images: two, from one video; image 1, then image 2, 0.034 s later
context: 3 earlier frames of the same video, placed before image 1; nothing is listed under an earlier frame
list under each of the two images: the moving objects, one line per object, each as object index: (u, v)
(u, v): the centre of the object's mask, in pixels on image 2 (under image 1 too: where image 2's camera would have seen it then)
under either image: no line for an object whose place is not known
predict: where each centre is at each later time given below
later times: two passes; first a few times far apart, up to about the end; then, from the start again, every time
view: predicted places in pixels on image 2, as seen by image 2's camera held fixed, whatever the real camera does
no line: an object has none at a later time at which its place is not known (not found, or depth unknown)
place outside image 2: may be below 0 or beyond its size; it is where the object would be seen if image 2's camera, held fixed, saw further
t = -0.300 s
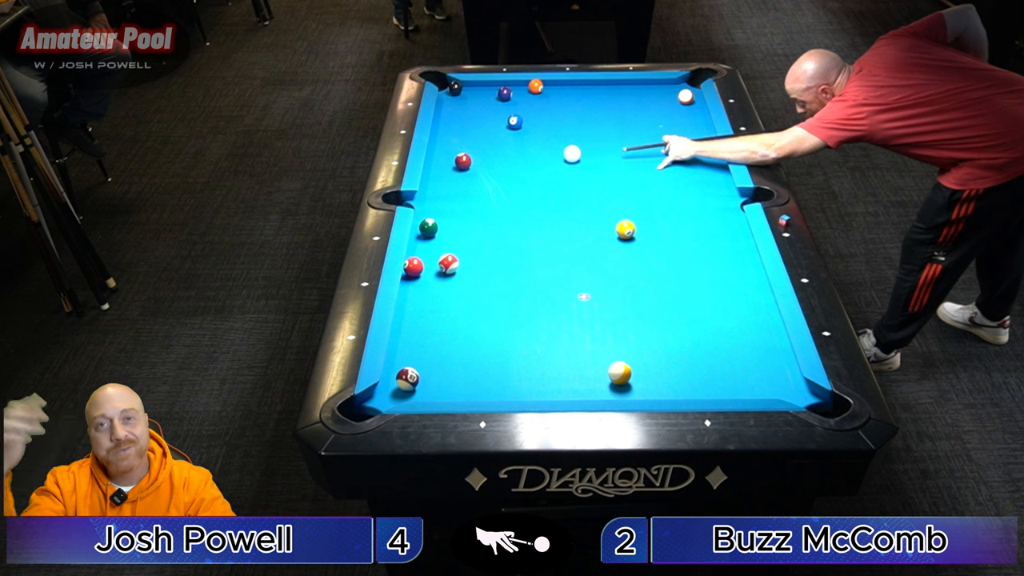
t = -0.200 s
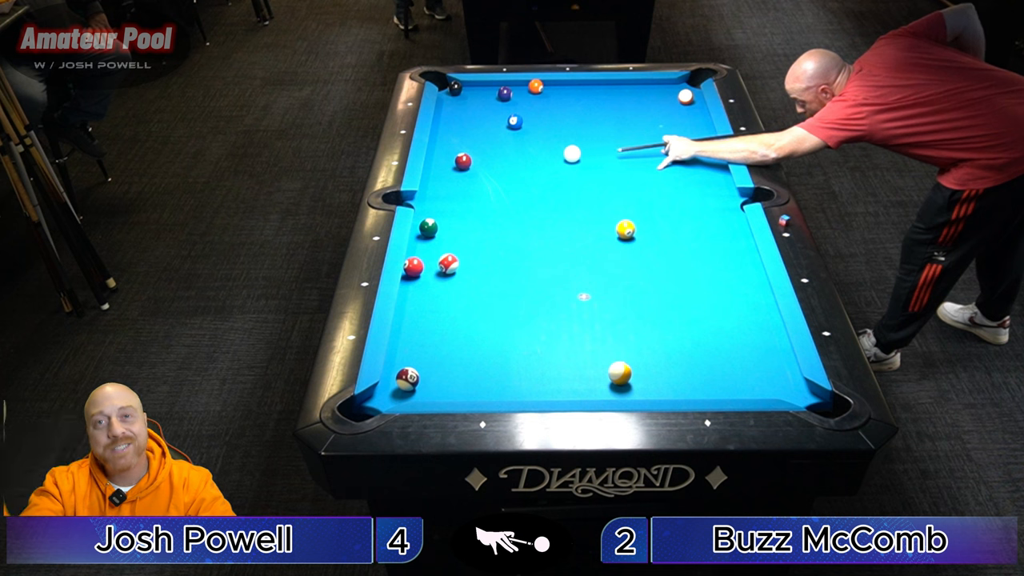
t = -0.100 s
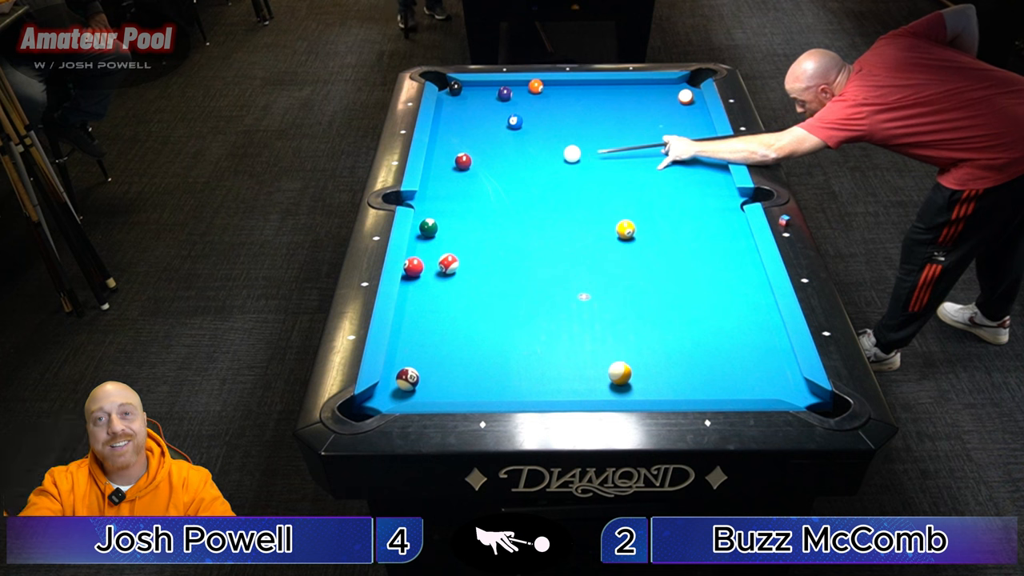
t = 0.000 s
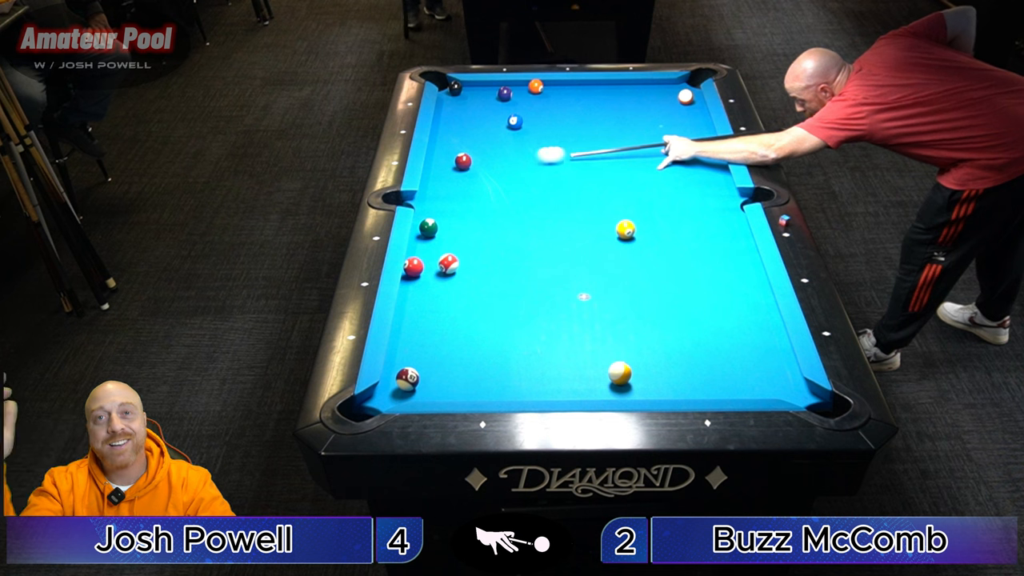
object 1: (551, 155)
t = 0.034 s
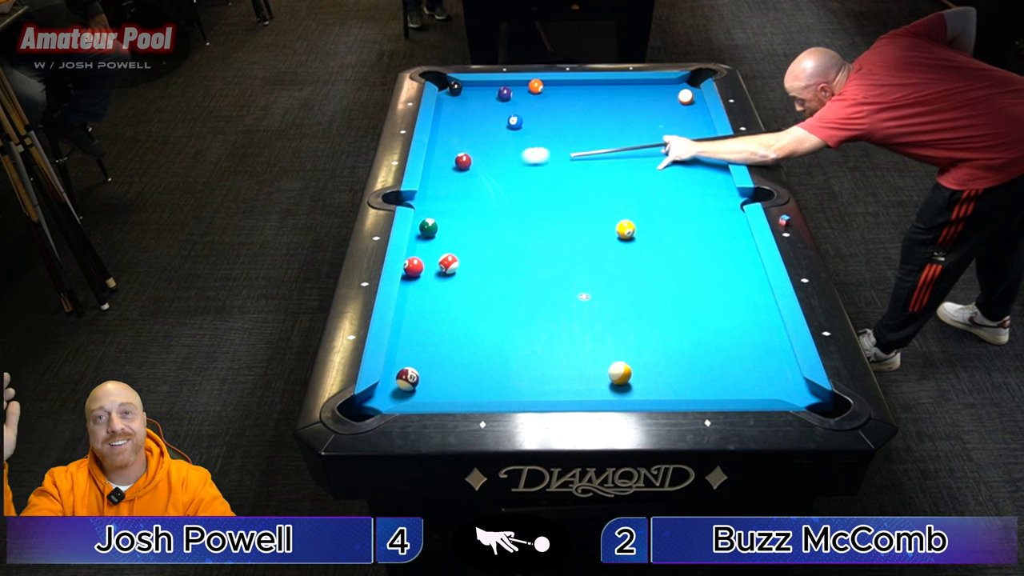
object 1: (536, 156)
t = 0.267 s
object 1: (475, 157)
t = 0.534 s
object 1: (459, 152)
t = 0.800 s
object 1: (444, 147)
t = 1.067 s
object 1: (438, 142)
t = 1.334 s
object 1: (447, 136)
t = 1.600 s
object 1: (454, 131)
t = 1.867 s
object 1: (461, 127)
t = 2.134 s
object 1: (466, 123)
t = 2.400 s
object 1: (471, 119)
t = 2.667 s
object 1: (475, 117)
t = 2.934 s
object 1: (478, 115)
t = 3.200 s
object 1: (481, 113)
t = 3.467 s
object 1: (482, 112)
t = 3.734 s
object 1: (483, 111)
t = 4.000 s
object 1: (483, 111)
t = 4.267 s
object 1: (483, 111)
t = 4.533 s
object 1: (483, 111)
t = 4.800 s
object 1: (483, 111)
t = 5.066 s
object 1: (483, 111)
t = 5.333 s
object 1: (483, 111)
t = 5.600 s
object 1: (483, 111)
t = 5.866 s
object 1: (483, 111)
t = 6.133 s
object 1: (483, 111)
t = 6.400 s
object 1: (483, 111)
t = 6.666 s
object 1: (483, 111)
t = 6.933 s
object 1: (483, 111)
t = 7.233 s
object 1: (483, 111)
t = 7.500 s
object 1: (483, 111)
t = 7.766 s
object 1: (483, 111)
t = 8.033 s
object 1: (483, 111)
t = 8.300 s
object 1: (483, 111)
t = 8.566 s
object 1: (483, 111)
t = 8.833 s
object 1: (483, 111)
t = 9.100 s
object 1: (483, 111)
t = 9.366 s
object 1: (483, 111)
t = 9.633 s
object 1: (483, 111)
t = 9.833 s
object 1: (483, 111)
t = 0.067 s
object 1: (522, 157)
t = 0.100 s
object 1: (508, 157)
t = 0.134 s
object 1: (495, 158)
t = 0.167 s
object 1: (484, 159)
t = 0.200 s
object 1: (479, 159)
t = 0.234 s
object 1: (477, 158)
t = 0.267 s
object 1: (475, 157)
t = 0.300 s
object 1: (473, 156)
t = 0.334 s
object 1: (471, 156)
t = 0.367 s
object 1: (469, 155)
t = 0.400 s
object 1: (467, 154)
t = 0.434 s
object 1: (465, 154)
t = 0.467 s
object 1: (463, 153)
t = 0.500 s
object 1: (461, 152)
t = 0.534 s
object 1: (459, 152)
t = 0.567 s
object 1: (457, 151)
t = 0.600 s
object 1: (455, 151)
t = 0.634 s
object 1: (453, 150)
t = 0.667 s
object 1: (451, 150)
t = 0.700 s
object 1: (449, 149)
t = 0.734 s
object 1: (448, 148)
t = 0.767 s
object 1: (446, 148)
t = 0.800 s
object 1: (444, 147)
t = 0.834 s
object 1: (442, 147)
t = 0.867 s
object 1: (441, 146)
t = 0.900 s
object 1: (439, 146)
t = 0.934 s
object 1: (437, 145)
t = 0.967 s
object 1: (436, 145)
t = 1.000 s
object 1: (436, 144)
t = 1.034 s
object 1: (437, 143)
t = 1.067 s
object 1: (438, 142)
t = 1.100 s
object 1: (439, 142)
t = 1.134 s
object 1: (440, 141)
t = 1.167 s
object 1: (441, 140)
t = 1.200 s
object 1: (442, 139)
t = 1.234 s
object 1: (443, 138)
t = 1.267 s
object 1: (444, 138)
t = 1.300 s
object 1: (445, 137)
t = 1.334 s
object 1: (447, 136)
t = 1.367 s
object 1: (447, 136)
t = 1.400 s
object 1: (448, 135)
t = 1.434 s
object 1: (449, 134)
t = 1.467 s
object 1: (450, 134)
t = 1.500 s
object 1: (451, 133)
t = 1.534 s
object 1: (452, 132)
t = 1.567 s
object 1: (453, 132)
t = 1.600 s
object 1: (454, 131)
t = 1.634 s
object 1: (455, 130)
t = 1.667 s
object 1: (456, 130)
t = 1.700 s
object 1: (457, 129)
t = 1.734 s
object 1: (457, 129)
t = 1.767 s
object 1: (458, 128)
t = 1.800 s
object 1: (459, 128)
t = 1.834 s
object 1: (460, 127)
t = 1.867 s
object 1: (461, 127)
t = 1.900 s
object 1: (461, 126)
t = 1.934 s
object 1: (462, 125)
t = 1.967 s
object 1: (463, 125)
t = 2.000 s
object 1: (464, 124)
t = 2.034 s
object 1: (464, 124)
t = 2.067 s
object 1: (465, 124)
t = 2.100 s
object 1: (466, 123)
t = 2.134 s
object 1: (466, 123)
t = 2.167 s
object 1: (467, 122)
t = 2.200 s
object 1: (468, 122)
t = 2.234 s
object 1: (468, 121)
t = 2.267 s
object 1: (469, 121)
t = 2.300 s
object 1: (469, 121)
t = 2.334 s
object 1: (470, 120)
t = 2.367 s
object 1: (470, 120)
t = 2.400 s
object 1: (471, 119)
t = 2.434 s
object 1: (472, 119)
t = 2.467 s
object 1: (472, 119)
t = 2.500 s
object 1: (473, 118)
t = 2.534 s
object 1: (473, 118)
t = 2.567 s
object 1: (474, 118)
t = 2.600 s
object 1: (474, 117)
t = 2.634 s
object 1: (474, 117)
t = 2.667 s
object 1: (475, 117)
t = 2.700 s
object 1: (475, 117)
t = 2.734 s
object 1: (476, 116)
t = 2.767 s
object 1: (476, 116)
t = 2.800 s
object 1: (477, 116)
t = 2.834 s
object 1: (477, 115)
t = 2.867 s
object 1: (477, 115)
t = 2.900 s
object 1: (478, 115)
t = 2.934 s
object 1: (478, 115)
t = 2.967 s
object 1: (478, 114)
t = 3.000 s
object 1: (479, 114)
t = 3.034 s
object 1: (479, 114)
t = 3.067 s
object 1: (479, 114)
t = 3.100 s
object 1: (480, 114)
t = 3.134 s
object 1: (480, 113)
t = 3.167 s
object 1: (480, 113)
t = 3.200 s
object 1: (481, 113)
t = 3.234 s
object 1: (481, 113)
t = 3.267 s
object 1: (481, 113)
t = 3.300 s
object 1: (481, 113)
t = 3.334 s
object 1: (481, 112)
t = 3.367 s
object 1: (482, 112)
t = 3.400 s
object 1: (482, 112)
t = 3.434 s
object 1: (482, 112)
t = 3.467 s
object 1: (482, 112)
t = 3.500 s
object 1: (482, 112)
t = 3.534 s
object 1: (482, 112)
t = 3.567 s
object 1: (483, 112)
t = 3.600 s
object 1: (483, 112)
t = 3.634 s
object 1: (483, 112)
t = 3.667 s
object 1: (483, 111)
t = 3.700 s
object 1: (483, 111)
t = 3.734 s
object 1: (483, 111)
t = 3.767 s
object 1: (483, 111)
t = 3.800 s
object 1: (483, 111)
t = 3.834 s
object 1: (483, 111)
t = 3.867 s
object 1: (483, 111)
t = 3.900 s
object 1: (483, 111)
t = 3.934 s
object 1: (483, 111)
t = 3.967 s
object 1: (483, 111)
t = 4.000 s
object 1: (483, 111)
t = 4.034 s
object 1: (483, 111)
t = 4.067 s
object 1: (483, 111)
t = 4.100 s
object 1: (483, 111)
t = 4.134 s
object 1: (483, 111)
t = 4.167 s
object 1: (483, 111)
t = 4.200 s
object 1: (483, 111)
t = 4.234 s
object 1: (483, 111)
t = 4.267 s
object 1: (483, 111)
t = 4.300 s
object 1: (483, 111)
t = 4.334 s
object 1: (483, 111)
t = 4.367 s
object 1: (483, 111)
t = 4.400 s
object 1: (483, 111)
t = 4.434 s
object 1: (483, 111)
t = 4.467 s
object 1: (483, 111)
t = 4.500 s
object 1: (483, 111)
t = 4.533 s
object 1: (483, 111)
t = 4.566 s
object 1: (483, 111)
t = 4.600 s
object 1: (483, 111)
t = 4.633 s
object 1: (483, 111)
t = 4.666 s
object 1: (483, 111)
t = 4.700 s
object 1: (483, 111)
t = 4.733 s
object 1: (483, 111)
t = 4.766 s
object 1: (483, 111)
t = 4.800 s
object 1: (483, 111)
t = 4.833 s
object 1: (483, 111)
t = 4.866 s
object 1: (483, 111)
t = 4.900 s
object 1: (483, 111)
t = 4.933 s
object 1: (483, 111)
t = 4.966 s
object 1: (483, 111)
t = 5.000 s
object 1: (483, 111)
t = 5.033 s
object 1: (483, 111)
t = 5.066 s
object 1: (483, 111)
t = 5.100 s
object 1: (483, 111)
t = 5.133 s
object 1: (483, 111)
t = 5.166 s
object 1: (483, 111)
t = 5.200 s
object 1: (483, 111)
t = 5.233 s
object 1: (483, 111)
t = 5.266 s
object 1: (483, 111)
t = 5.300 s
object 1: (483, 111)
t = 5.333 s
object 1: (483, 111)
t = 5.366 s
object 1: (483, 111)
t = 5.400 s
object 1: (483, 111)
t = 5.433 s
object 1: (483, 111)
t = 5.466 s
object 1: (483, 111)
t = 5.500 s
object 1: (483, 111)
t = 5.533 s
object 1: (483, 111)
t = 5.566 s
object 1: (483, 111)
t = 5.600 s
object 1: (483, 111)
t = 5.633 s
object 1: (483, 111)
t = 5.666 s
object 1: (483, 111)
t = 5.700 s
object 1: (483, 111)
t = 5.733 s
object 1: (483, 111)
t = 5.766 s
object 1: (483, 111)
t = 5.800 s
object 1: (483, 111)
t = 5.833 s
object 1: (483, 111)
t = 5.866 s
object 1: (483, 111)
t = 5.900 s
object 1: (483, 111)
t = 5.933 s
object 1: (483, 111)
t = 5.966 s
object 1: (483, 111)
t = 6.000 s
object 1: (483, 111)
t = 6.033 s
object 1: (483, 111)
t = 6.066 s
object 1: (483, 111)
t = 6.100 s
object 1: (483, 111)
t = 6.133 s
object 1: (483, 111)
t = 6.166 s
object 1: (483, 111)
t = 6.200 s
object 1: (483, 111)
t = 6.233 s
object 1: (483, 111)
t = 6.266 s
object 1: (483, 111)
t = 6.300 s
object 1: (483, 111)
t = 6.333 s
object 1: (483, 111)
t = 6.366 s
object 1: (483, 111)
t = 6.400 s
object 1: (483, 111)
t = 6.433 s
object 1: (483, 111)
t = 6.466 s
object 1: (483, 111)
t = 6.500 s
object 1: (483, 111)
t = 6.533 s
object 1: (483, 111)
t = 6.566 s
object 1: (483, 111)
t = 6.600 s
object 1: (483, 111)
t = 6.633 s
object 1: (483, 111)
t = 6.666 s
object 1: (483, 111)
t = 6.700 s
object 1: (483, 111)
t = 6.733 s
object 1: (483, 111)
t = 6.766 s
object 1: (483, 111)
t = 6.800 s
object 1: (483, 111)
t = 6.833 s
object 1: (483, 111)
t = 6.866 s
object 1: (483, 111)
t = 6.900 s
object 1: (483, 111)
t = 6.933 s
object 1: (483, 111)
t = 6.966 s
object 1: (483, 111)
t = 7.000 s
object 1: (483, 111)
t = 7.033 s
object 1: (483, 111)
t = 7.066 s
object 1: (483, 111)
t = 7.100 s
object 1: (483, 111)
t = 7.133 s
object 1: (483, 111)
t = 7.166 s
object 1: (483, 111)
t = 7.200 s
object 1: (483, 111)
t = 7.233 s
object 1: (483, 111)
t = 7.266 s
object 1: (483, 111)
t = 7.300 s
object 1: (483, 111)
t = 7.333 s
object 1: (483, 111)
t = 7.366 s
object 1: (483, 111)
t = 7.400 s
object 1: (483, 111)
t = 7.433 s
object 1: (483, 111)
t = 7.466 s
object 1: (483, 111)
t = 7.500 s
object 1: (483, 111)
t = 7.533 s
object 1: (483, 111)
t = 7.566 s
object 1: (483, 111)
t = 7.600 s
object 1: (483, 111)
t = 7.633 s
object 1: (483, 111)
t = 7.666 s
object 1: (483, 111)
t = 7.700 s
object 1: (483, 111)
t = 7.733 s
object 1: (483, 111)
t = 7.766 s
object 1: (483, 111)
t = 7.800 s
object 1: (483, 111)
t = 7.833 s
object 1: (483, 111)
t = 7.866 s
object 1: (483, 111)
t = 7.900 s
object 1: (483, 111)
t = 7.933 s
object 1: (483, 111)
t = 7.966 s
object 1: (483, 111)
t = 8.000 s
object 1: (483, 111)
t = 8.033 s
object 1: (483, 111)
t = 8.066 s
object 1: (483, 111)
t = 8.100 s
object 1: (483, 111)
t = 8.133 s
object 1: (483, 111)
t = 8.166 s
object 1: (483, 111)
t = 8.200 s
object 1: (483, 111)
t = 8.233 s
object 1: (483, 111)
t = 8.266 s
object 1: (483, 111)
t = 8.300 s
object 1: (483, 111)
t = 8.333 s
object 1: (483, 111)
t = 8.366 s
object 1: (483, 111)
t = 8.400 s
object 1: (483, 111)
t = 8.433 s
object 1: (483, 111)
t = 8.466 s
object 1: (483, 111)
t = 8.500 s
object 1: (483, 111)
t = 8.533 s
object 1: (483, 111)
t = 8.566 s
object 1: (483, 111)
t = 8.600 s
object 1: (483, 111)
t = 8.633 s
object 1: (483, 111)
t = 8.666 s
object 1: (483, 111)
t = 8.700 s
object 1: (483, 111)
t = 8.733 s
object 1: (483, 111)
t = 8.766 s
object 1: (483, 111)
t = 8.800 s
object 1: (483, 111)
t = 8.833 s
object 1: (483, 111)
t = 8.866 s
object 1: (483, 111)
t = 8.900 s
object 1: (483, 111)
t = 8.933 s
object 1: (483, 111)
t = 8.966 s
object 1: (483, 111)
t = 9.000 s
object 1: (483, 111)
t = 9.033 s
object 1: (483, 111)
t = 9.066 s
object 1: (483, 111)
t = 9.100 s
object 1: (483, 111)
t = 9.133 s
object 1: (483, 111)
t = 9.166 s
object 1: (483, 111)
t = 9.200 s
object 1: (483, 111)
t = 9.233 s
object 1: (483, 111)
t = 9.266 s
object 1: (483, 111)
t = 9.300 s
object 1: (483, 111)
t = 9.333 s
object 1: (483, 111)
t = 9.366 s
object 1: (483, 111)
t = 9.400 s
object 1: (483, 111)
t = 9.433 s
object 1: (483, 111)
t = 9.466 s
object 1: (483, 111)
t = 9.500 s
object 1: (483, 111)
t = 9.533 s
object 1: (483, 111)
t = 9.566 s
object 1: (483, 111)
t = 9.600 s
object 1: (483, 111)
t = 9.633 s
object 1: (483, 111)
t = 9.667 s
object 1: (483, 111)
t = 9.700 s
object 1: (483, 111)
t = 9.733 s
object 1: (483, 111)
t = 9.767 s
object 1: (483, 111)
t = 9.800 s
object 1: (483, 111)
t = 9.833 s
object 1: (483, 111)
